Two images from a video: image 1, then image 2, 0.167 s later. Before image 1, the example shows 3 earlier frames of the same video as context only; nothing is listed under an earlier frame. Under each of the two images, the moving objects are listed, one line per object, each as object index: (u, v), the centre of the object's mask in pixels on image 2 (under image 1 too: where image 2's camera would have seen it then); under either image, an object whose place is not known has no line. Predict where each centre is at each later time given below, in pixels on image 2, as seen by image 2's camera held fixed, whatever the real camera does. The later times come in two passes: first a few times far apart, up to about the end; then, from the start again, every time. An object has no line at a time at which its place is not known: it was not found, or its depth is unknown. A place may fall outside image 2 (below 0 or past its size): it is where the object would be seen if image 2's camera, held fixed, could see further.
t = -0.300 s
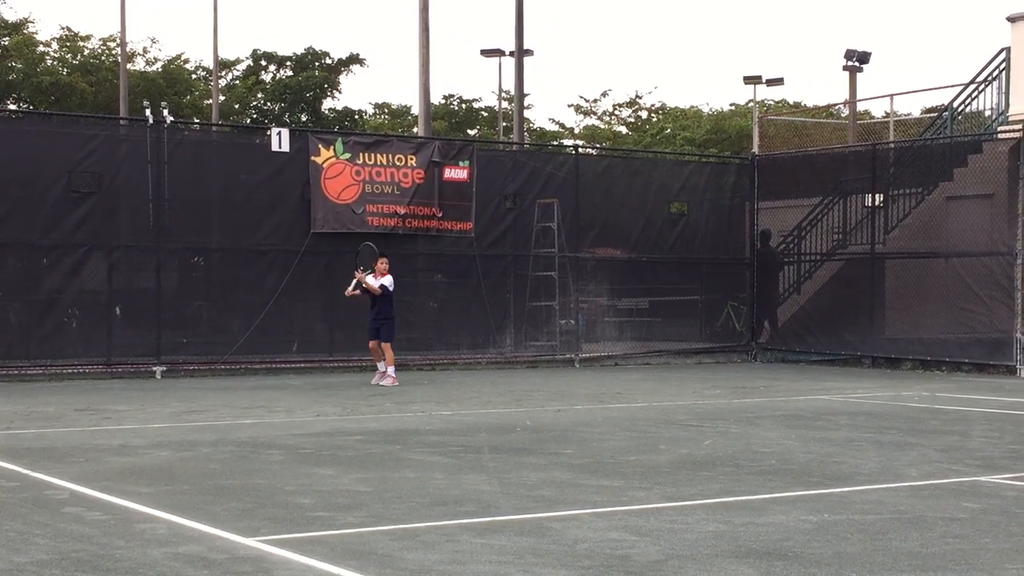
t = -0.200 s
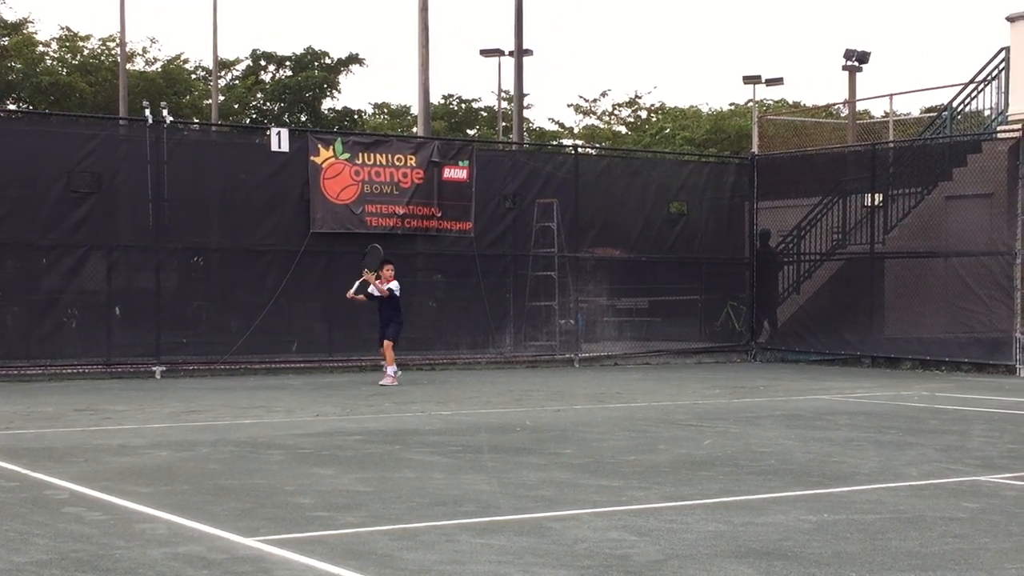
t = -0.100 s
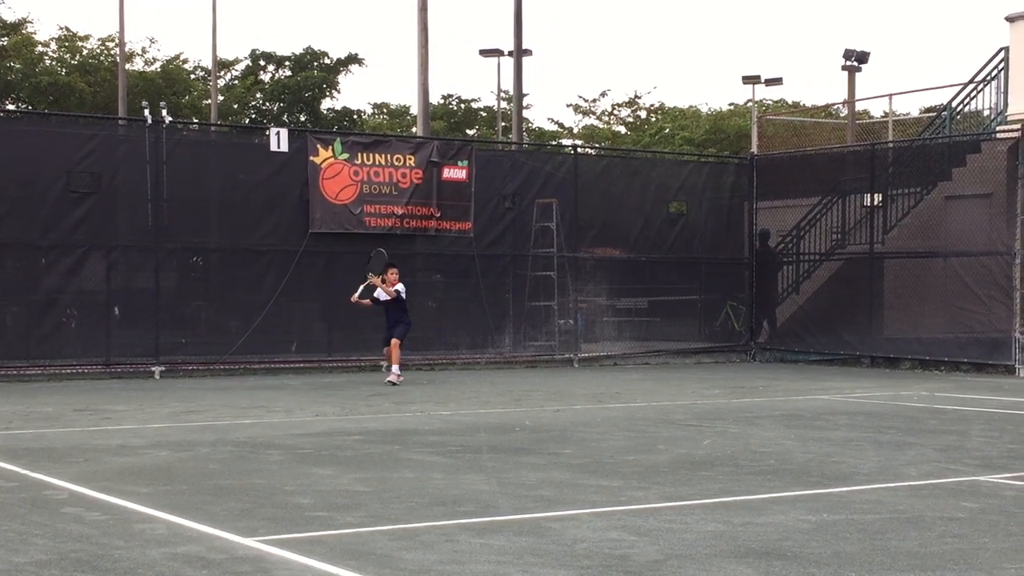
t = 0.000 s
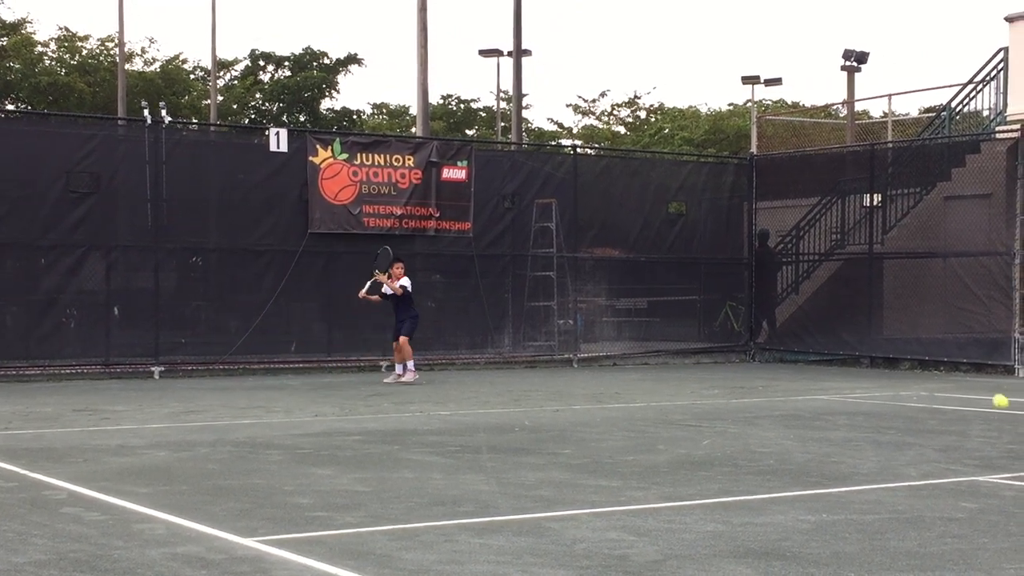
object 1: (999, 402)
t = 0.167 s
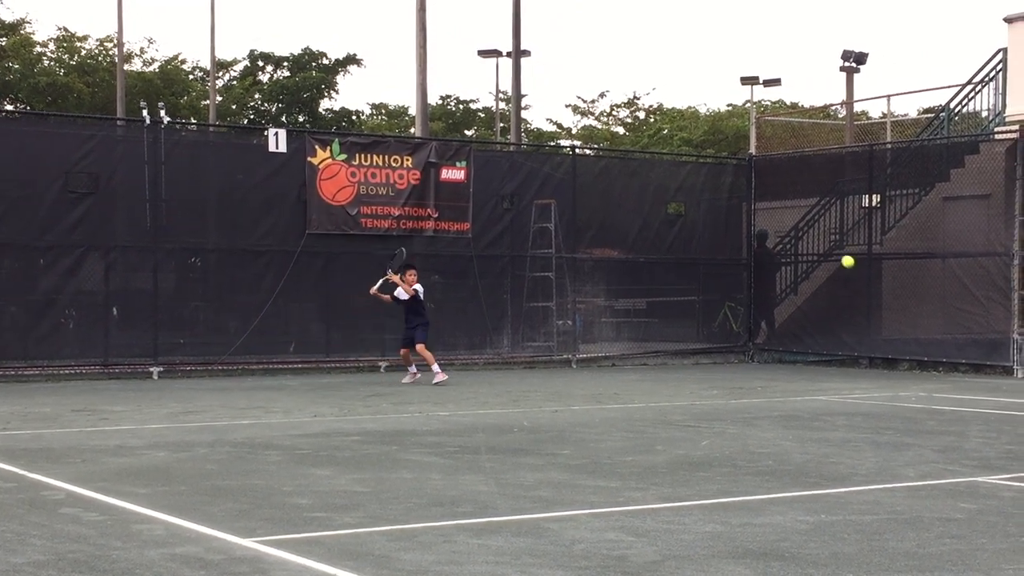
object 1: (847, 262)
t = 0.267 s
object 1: (774, 213)
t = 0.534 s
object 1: (622, 171)
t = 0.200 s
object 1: (821, 242)
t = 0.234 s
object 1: (797, 226)
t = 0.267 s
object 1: (774, 213)
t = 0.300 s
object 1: (751, 201)
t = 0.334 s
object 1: (730, 192)
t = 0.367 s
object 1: (710, 184)
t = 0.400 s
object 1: (691, 178)
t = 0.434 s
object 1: (673, 174)
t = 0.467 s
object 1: (655, 172)
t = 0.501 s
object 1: (638, 171)
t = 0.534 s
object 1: (622, 171)
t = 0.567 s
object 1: (607, 173)
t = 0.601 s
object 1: (592, 177)
